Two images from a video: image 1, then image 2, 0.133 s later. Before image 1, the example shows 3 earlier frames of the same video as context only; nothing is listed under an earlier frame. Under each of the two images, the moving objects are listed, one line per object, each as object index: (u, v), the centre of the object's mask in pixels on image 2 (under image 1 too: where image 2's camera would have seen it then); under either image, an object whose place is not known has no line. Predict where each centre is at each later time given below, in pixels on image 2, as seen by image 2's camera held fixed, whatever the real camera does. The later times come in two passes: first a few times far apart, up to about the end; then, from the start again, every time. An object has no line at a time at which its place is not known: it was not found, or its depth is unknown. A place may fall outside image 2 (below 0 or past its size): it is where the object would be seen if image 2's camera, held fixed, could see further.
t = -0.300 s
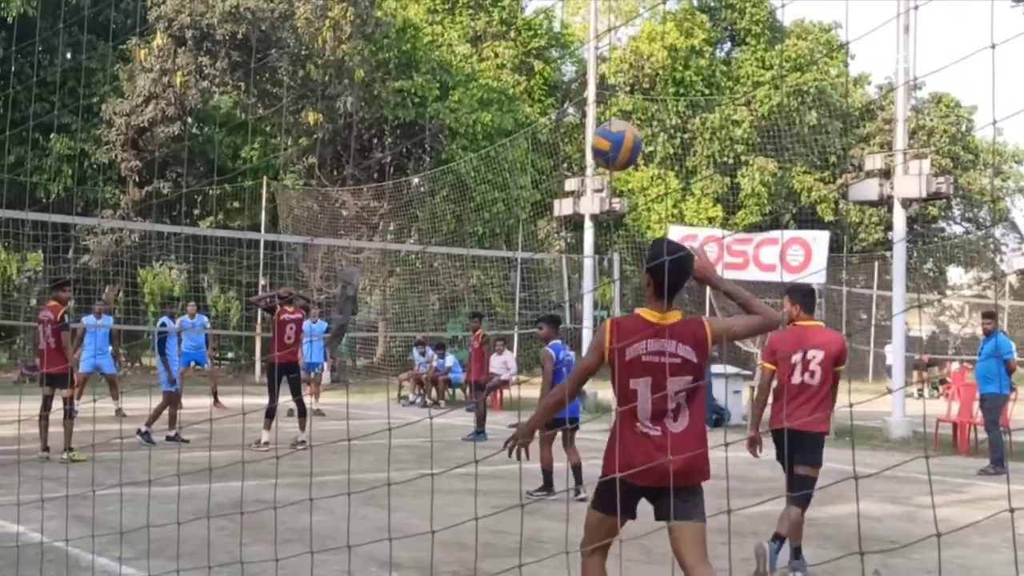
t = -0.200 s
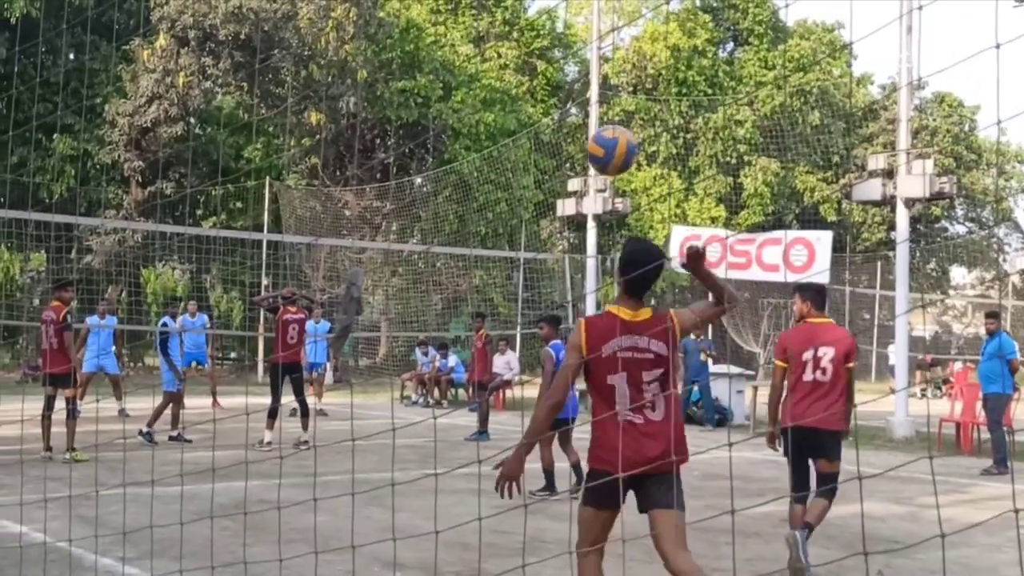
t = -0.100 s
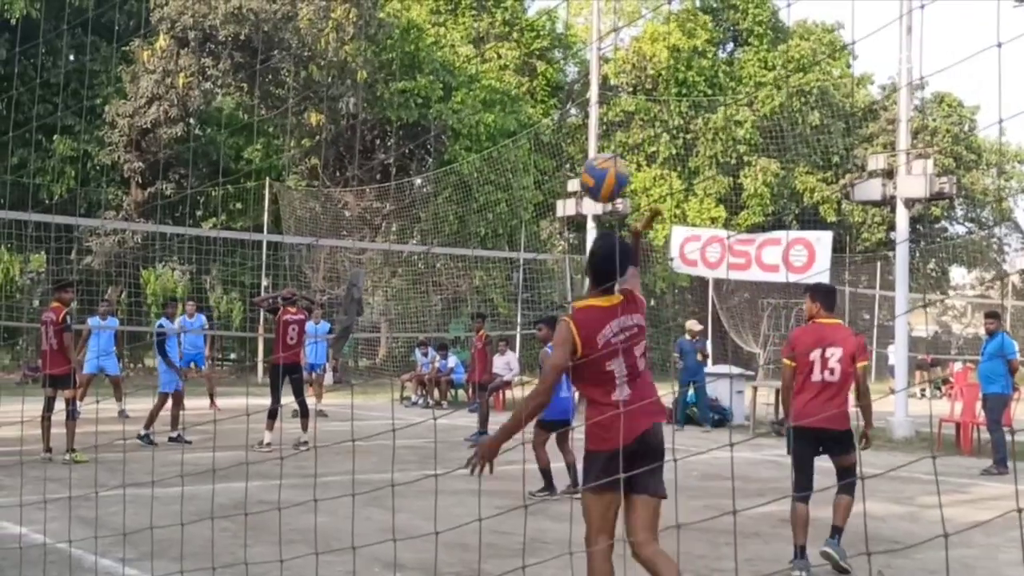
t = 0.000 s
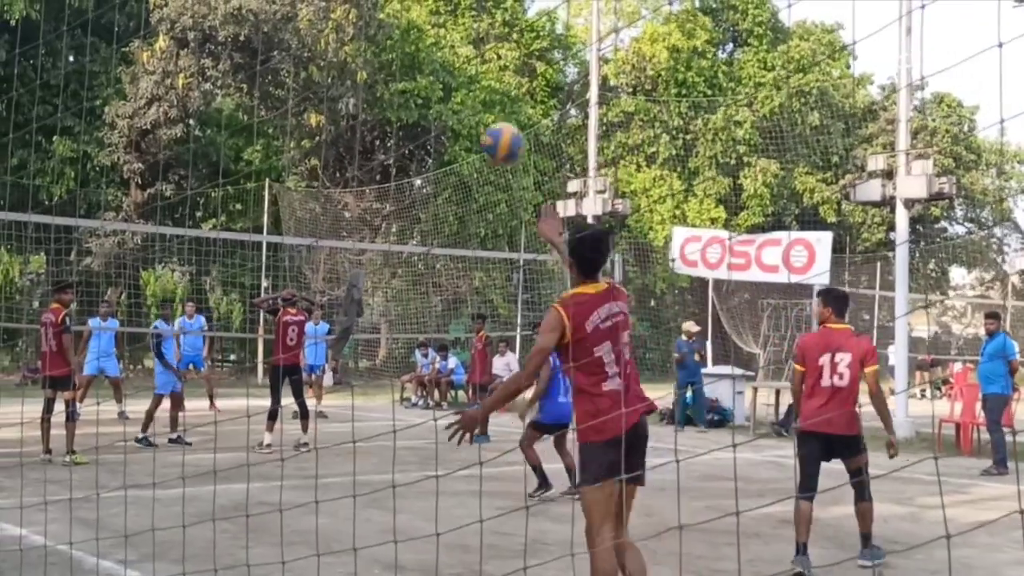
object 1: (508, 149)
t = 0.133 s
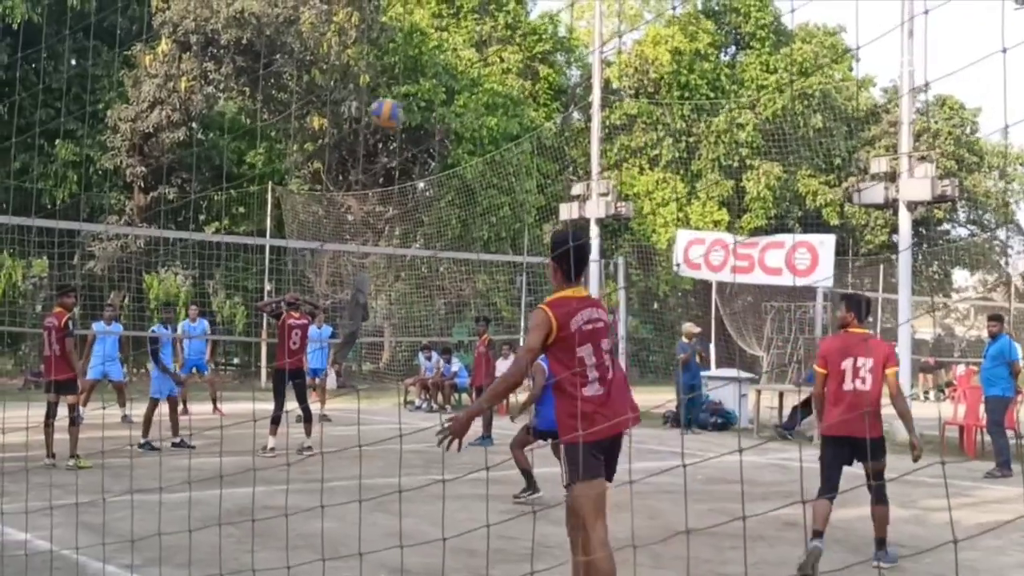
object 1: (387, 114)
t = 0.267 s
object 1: (308, 114)
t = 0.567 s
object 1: (192, 170)
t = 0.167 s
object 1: (364, 112)
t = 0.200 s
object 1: (343, 113)
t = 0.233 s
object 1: (324, 113)
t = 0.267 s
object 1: (308, 114)
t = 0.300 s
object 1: (291, 117)
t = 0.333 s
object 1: (277, 122)
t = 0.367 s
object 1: (262, 125)
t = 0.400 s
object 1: (248, 132)
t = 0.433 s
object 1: (236, 136)
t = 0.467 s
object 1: (223, 145)
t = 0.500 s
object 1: (213, 152)
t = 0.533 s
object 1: (203, 160)
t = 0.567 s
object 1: (192, 170)
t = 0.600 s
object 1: (183, 180)
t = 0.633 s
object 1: (174, 189)
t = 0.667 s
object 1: (167, 199)
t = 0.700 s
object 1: (157, 211)
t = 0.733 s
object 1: (150, 220)
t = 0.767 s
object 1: (143, 226)
